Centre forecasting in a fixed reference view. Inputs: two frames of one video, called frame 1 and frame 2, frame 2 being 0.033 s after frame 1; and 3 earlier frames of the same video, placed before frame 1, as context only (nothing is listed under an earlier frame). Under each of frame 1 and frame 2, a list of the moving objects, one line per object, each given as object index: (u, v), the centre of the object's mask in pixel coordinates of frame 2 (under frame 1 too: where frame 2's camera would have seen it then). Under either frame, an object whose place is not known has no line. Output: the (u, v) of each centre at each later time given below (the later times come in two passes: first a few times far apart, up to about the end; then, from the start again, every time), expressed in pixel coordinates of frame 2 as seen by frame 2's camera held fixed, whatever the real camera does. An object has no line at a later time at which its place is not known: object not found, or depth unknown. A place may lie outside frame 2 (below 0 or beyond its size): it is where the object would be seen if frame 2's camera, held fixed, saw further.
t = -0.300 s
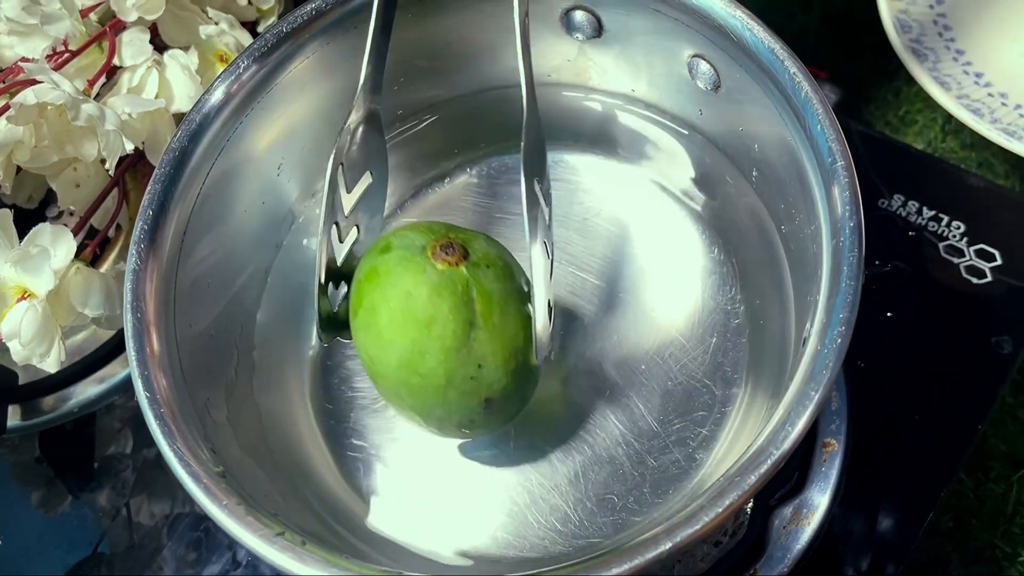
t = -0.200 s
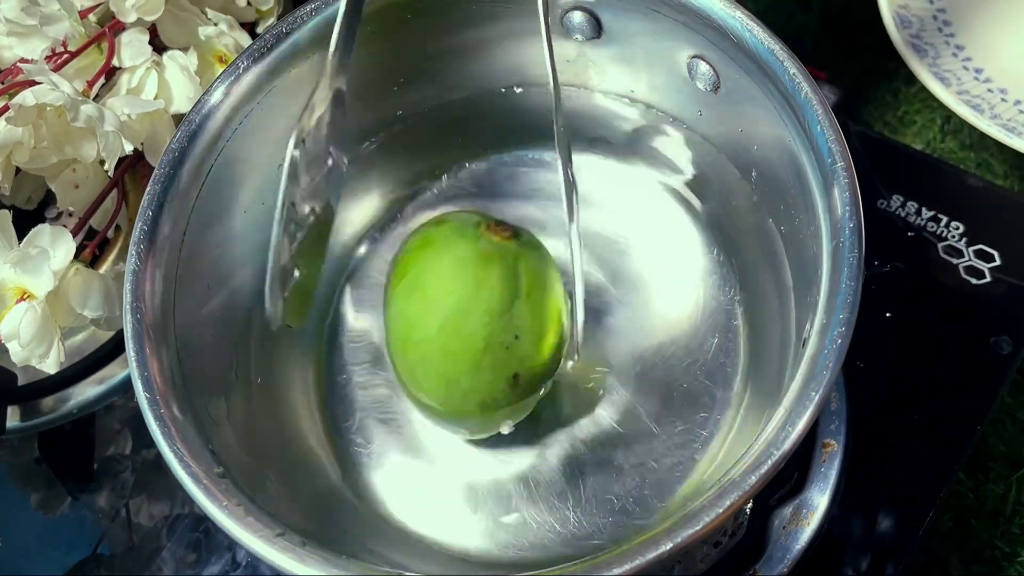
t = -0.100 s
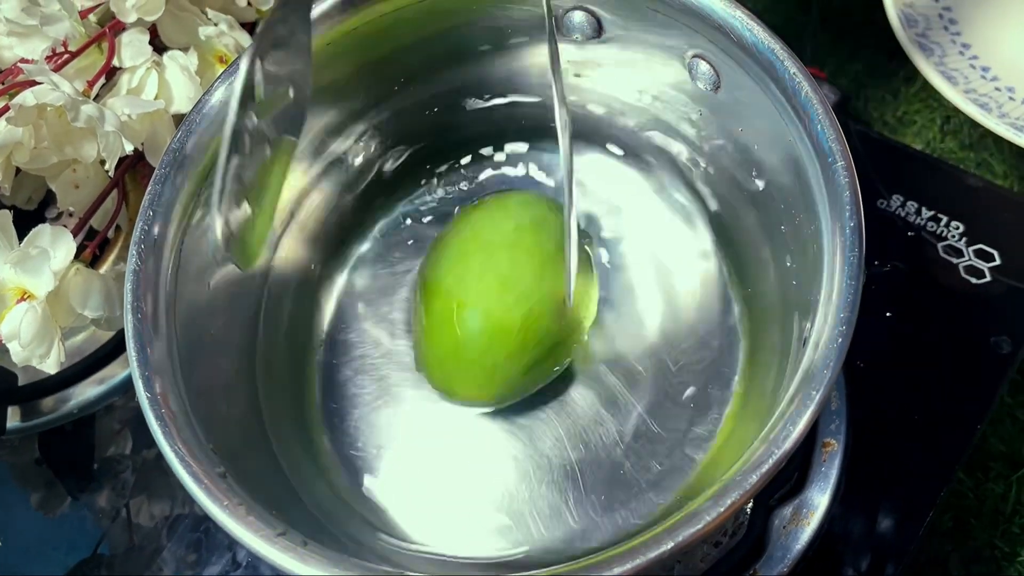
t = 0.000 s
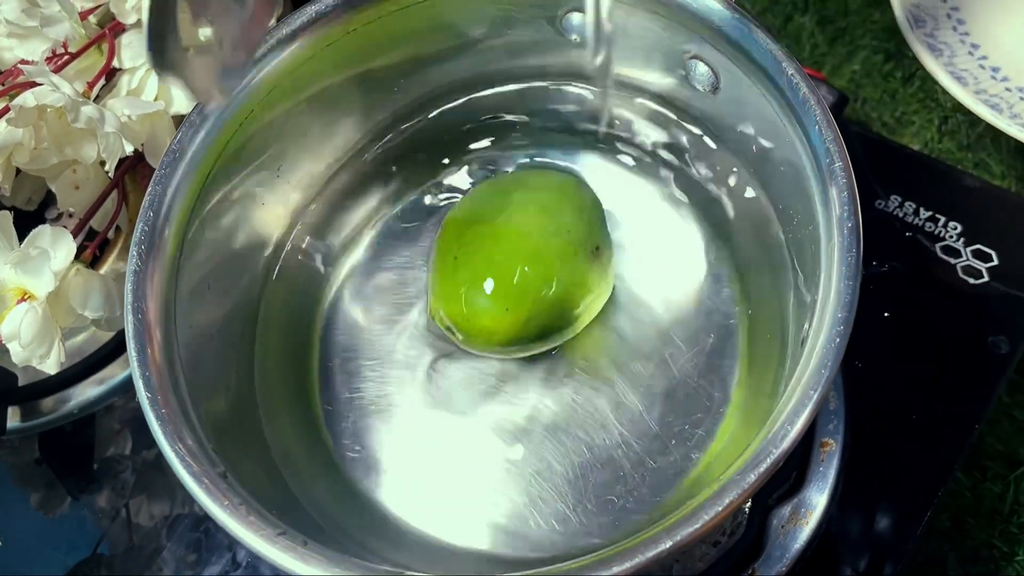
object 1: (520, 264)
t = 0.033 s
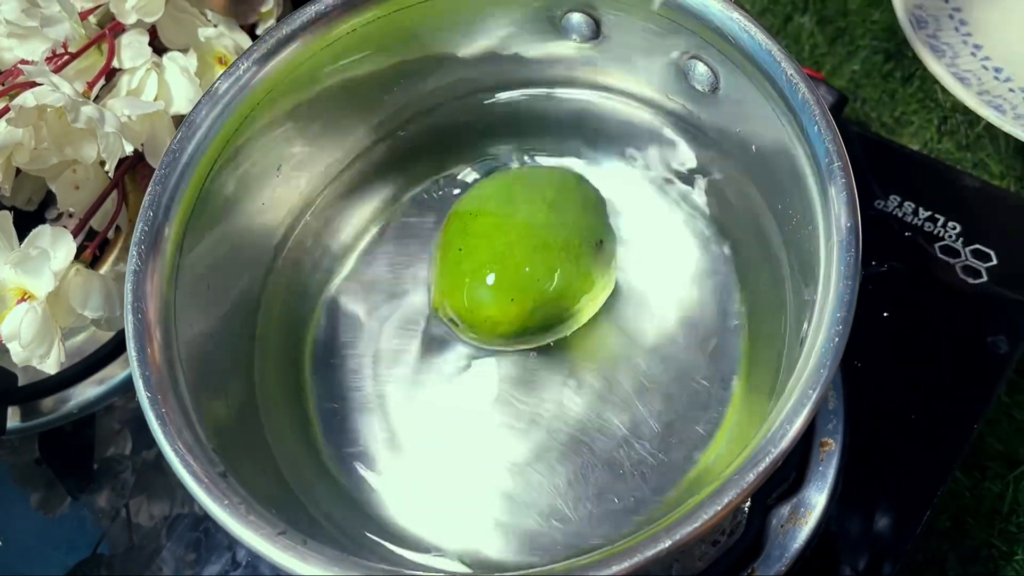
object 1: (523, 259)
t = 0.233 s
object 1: (521, 265)
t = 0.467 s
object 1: (521, 291)
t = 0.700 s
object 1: (511, 327)
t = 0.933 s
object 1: (527, 292)
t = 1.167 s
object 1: (518, 309)
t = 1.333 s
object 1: (512, 312)
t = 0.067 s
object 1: (525, 256)
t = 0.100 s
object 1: (526, 257)
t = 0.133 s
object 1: (524, 259)
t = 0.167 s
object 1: (523, 262)
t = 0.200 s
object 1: (521, 264)
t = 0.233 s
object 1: (521, 265)
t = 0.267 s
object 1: (521, 267)
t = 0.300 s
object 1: (521, 269)
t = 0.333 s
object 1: (520, 271)
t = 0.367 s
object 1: (520, 276)
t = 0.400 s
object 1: (522, 278)
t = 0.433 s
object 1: (522, 283)
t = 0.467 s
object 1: (521, 291)
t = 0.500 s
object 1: (519, 299)
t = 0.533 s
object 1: (519, 300)
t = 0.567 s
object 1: (516, 303)
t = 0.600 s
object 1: (513, 320)
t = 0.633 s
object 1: (511, 324)
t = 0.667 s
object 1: (510, 327)
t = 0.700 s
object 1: (511, 327)
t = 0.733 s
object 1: (512, 324)
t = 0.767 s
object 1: (515, 319)
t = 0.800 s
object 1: (517, 313)
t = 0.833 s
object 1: (520, 306)
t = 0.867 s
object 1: (523, 300)
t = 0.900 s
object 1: (525, 295)
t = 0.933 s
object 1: (527, 292)
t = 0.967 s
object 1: (529, 291)
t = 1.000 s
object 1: (529, 292)
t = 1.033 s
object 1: (527, 295)
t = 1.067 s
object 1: (526, 298)
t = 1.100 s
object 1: (524, 301)
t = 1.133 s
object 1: (521, 305)
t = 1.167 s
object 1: (518, 309)
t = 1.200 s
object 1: (516, 311)
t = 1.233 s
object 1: (514, 313)
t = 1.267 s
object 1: (512, 314)
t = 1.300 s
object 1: (512, 313)
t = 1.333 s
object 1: (512, 312)
